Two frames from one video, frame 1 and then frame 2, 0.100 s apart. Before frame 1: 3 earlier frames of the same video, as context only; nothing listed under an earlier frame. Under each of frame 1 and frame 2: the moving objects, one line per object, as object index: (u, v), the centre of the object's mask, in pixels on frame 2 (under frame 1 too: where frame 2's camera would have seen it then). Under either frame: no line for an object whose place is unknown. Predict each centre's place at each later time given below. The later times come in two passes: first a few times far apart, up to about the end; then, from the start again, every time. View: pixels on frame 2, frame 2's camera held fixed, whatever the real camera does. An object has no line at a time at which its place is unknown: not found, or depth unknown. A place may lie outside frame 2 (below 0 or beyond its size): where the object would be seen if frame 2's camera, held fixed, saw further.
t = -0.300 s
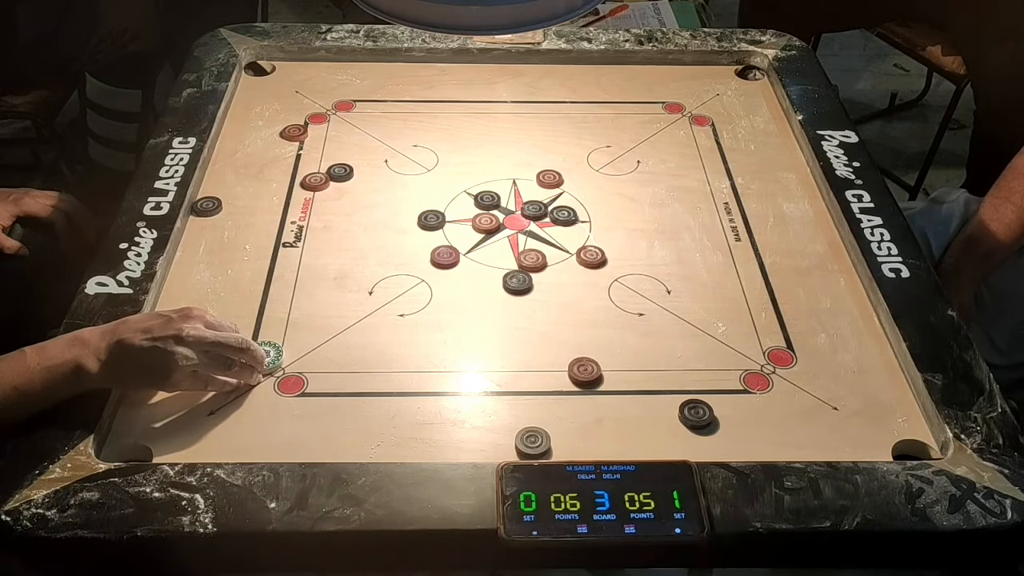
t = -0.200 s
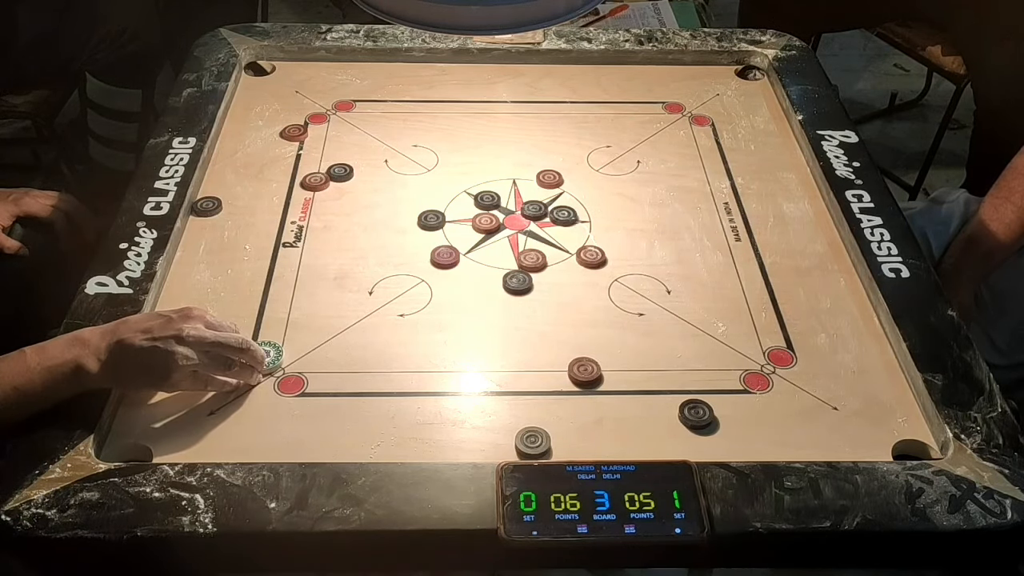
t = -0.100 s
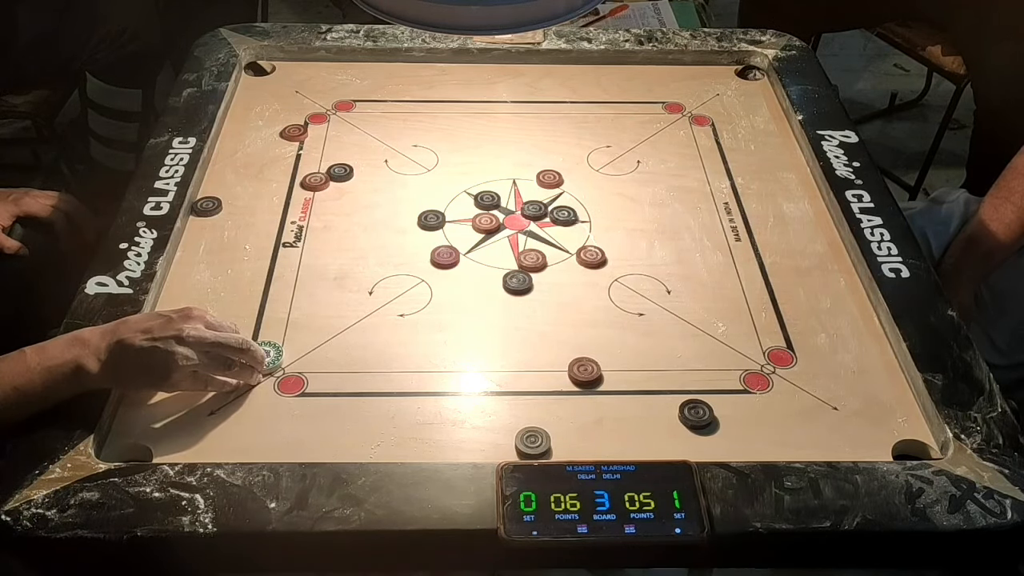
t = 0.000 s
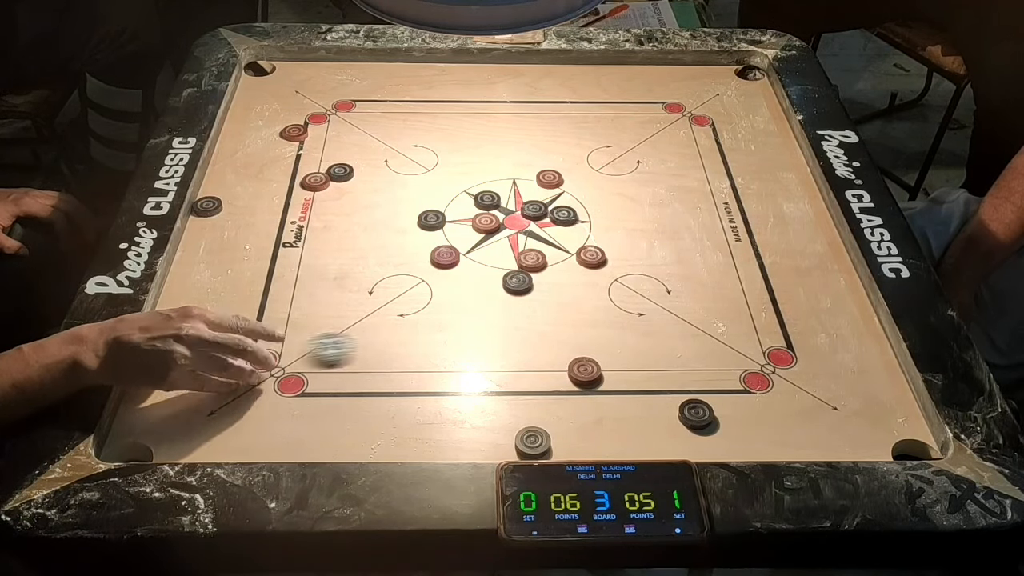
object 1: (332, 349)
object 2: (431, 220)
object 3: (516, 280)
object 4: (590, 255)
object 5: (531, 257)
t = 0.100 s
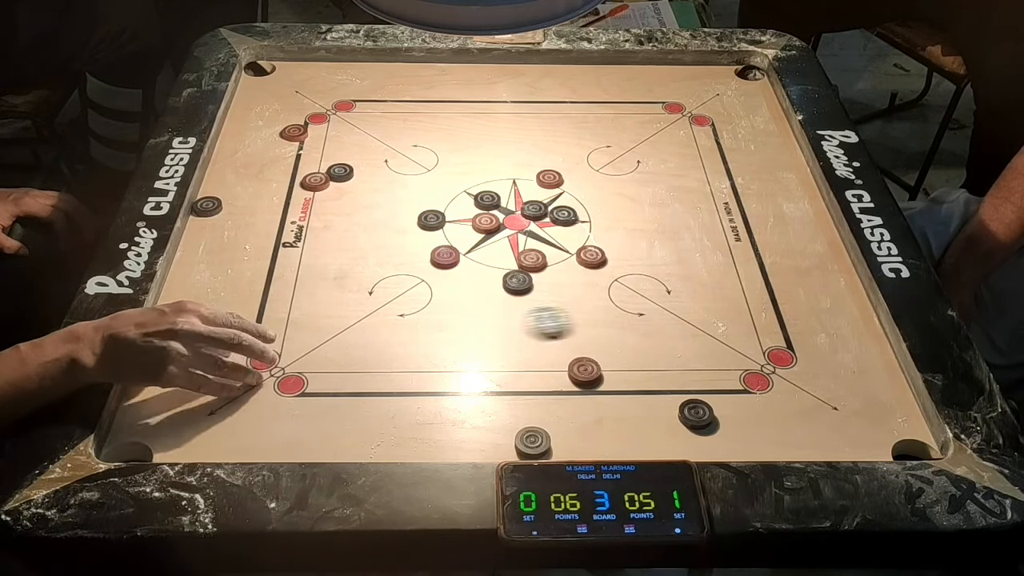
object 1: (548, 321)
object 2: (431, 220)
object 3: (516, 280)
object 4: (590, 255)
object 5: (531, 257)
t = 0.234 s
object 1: (801, 290)
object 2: (431, 220)
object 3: (516, 280)
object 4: (590, 255)
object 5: (531, 257)
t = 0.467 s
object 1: (592, 260)
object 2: (431, 220)
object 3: (513, 288)
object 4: (535, 235)
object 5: (500, 260)
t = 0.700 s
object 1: (495, 257)
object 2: (382, 218)
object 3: (496, 324)
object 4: (518, 201)
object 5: (461, 262)
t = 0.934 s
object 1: (486, 256)
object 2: (363, 217)
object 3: (496, 325)
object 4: (519, 201)
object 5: (424, 266)
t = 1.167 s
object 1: (486, 256)
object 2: (363, 217)
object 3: (496, 325)
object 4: (519, 201)
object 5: (424, 266)
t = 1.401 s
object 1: (486, 256)
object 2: (363, 217)
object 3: (497, 324)
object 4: (519, 201)
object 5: (424, 266)
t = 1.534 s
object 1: (486, 257)
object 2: (363, 217)
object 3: (497, 324)
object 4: (519, 201)
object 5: (424, 266)
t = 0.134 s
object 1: (616, 313)
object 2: (431, 220)
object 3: (516, 280)
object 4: (590, 255)
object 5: (531, 257)
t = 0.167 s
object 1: (680, 305)
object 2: (431, 220)
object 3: (516, 280)
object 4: (590, 255)
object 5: (531, 257)
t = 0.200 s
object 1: (741, 298)
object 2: (431, 220)
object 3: (516, 280)
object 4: (590, 255)
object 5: (531, 257)
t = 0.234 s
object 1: (801, 290)
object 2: (431, 220)
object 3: (516, 280)
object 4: (590, 255)
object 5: (531, 257)
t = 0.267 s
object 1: (841, 283)
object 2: (431, 220)
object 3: (516, 280)
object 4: (590, 255)
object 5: (531, 257)
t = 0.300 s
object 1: (786, 278)
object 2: (431, 220)
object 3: (516, 280)
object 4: (590, 255)
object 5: (531, 257)
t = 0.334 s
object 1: (735, 272)
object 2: (431, 220)
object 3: (516, 280)
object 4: (590, 255)
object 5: (531, 257)
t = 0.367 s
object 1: (689, 268)
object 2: (431, 220)
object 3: (516, 280)
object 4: (590, 255)
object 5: (531, 257)
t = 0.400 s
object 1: (644, 263)
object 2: (431, 220)
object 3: (516, 280)
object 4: (590, 255)
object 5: (531, 257)
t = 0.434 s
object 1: (612, 261)
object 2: (431, 220)
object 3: (516, 280)
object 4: (557, 249)
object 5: (530, 257)
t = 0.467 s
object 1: (592, 260)
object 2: (431, 220)
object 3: (513, 288)
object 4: (535, 235)
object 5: (500, 260)
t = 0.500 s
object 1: (574, 260)
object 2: (431, 220)
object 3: (509, 296)
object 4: (516, 222)
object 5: (473, 260)
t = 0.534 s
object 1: (557, 259)
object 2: (431, 220)
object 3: (506, 303)
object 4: (511, 216)
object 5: (469, 260)
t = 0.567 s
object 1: (542, 259)
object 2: (424, 220)
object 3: (503, 310)
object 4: (509, 210)
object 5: (465, 260)
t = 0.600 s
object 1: (528, 258)
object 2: (411, 219)
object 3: (500, 315)
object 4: (512, 207)
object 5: (462, 261)
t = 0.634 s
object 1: (515, 258)
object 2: (399, 219)
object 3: (498, 319)
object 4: (515, 205)
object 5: (461, 261)
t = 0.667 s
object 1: (504, 258)
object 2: (390, 218)
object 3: (497, 322)
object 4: (517, 202)
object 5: (461, 262)
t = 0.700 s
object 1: (495, 257)
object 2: (382, 218)
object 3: (496, 324)
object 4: (518, 201)
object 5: (461, 262)
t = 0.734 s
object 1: (491, 257)
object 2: (375, 218)
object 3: (496, 325)
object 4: (519, 201)
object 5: (450, 263)
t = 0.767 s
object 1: (487, 257)
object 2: (369, 217)
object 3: (496, 325)
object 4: (519, 201)
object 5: (442, 264)
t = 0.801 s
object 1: (486, 257)
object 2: (366, 217)
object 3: (496, 325)
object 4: (519, 201)
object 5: (435, 264)
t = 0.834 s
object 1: (486, 256)
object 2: (364, 217)
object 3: (496, 325)
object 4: (519, 201)
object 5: (430, 265)
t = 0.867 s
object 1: (486, 256)
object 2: (363, 217)
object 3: (496, 325)
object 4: (519, 201)
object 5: (426, 266)
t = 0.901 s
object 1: (486, 256)
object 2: (363, 217)
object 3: (496, 325)
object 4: (519, 201)
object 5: (424, 266)
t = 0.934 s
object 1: (486, 256)
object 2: (363, 217)
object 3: (496, 325)
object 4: (519, 201)
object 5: (424, 266)
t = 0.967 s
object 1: (486, 256)
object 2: (363, 217)
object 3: (496, 325)
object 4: (519, 201)
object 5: (424, 266)
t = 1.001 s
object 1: (486, 257)
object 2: (363, 217)
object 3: (496, 325)
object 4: (519, 201)
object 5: (424, 266)
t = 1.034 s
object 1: (486, 256)
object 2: (363, 217)
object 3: (496, 325)
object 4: (519, 201)
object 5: (424, 266)
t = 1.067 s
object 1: (486, 256)
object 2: (363, 217)
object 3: (496, 325)
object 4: (519, 201)
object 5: (424, 266)
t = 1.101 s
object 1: (486, 256)
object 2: (363, 217)
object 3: (496, 325)
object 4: (519, 201)
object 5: (424, 266)
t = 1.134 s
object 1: (486, 256)
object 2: (363, 217)
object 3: (496, 325)
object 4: (519, 201)
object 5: (424, 266)
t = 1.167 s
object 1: (486, 256)
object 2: (363, 217)
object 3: (496, 325)
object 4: (519, 201)
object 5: (424, 266)
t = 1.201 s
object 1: (486, 256)
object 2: (363, 217)
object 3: (496, 325)
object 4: (519, 201)
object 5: (424, 266)
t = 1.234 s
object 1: (486, 256)
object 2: (363, 217)
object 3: (496, 325)
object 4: (519, 201)
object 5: (424, 266)
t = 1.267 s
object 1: (486, 256)
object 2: (363, 217)
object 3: (496, 325)
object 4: (519, 201)
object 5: (424, 266)
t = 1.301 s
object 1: (486, 256)
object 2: (363, 217)
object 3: (496, 325)
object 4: (519, 201)
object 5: (424, 266)
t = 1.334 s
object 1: (486, 256)
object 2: (363, 217)
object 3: (496, 325)
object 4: (519, 201)
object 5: (424, 266)
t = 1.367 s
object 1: (486, 256)
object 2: (363, 217)
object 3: (497, 324)
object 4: (519, 201)
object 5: (424, 266)
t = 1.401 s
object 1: (486, 256)
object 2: (363, 217)
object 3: (497, 324)
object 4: (519, 201)
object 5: (424, 266)
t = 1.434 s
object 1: (486, 256)
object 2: (363, 217)
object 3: (498, 324)
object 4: (519, 201)
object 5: (424, 266)
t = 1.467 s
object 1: (486, 257)
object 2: (363, 217)
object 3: (498, 324)
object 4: (519, 201)
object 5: (424, 266)
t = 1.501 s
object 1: (486, 257)
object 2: (363, 217)
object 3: (498, 324)
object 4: (519, 201)
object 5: (424, 266)
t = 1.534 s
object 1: (486, 257)
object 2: (363, 217)
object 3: (497, 324)
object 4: (519, 201)
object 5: (424, 266)
